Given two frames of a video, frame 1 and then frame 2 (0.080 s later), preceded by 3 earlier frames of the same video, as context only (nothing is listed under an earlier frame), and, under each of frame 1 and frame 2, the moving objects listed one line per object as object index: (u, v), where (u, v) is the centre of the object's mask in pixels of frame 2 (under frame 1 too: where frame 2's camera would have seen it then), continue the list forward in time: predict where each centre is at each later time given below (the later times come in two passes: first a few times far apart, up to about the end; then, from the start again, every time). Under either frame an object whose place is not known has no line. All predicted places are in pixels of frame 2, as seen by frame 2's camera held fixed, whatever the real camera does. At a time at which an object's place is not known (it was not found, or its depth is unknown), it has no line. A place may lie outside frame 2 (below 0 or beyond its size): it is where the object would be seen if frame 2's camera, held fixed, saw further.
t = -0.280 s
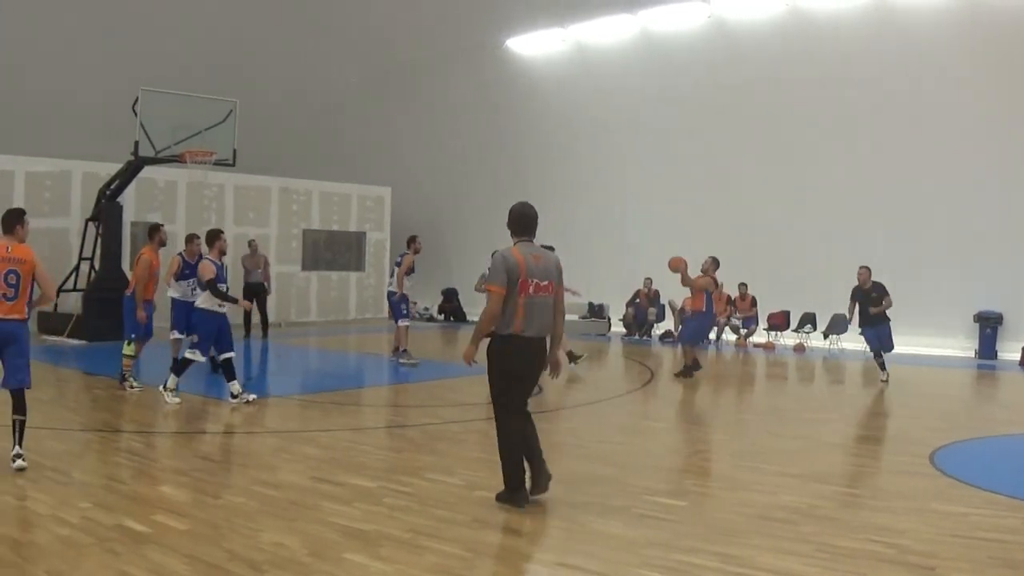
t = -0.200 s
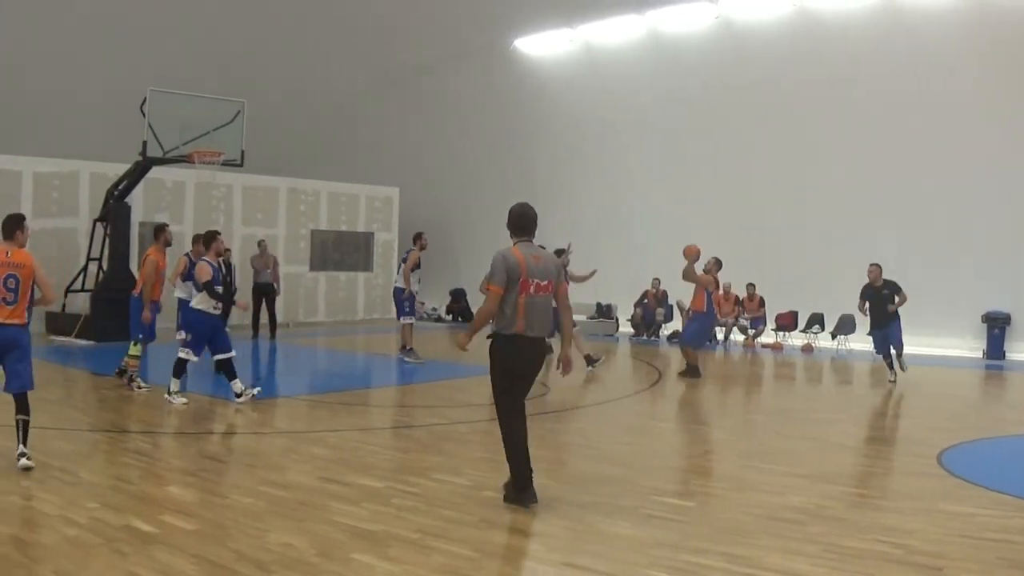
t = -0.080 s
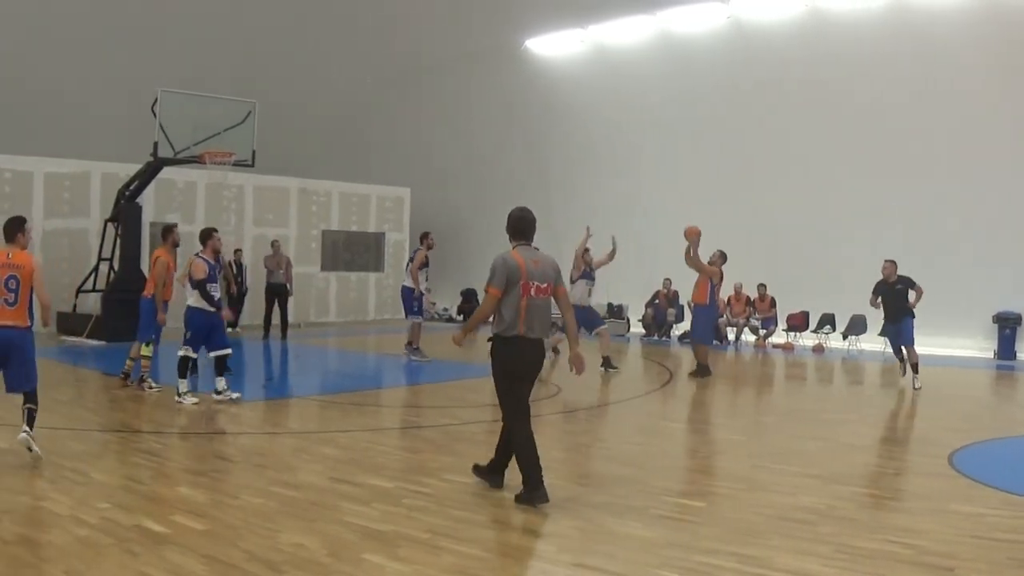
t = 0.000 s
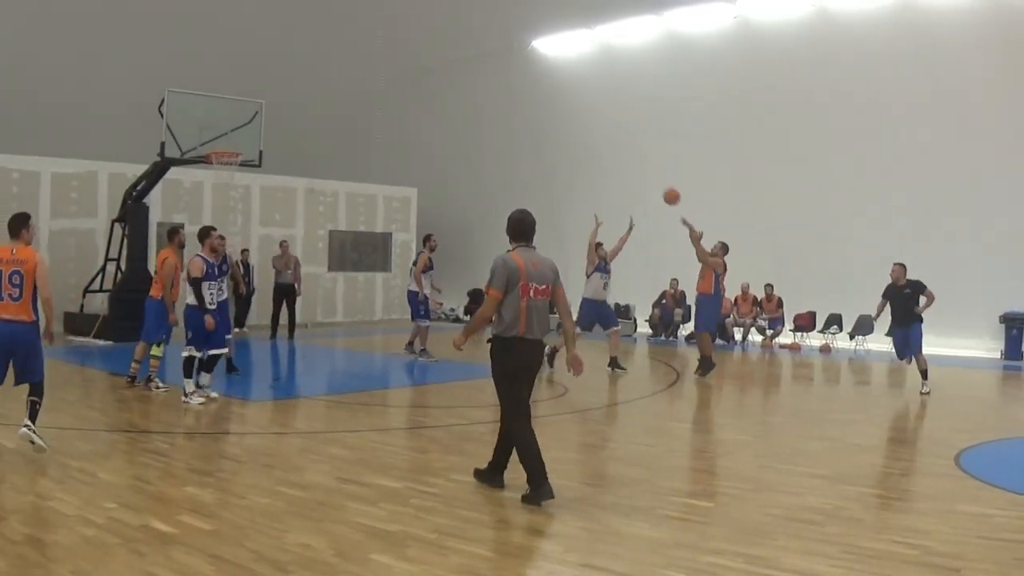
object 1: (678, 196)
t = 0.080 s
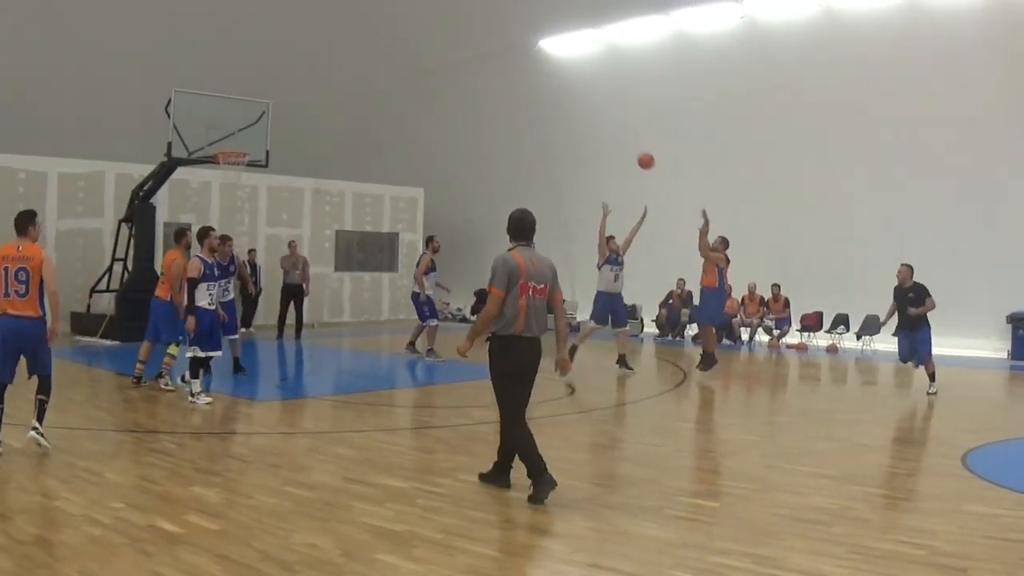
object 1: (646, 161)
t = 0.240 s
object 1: (583, 106)
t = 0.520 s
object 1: (479, 57)
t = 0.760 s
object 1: (395, 58)
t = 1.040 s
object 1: (301, 102)
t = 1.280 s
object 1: (255, 148)
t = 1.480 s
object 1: (305, 159)
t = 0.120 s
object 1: (630, 145)
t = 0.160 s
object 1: (614, 131)
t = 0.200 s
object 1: (598, 118)
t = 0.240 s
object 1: (583, 106)
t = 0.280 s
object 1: (568, 95)
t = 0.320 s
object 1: (552, 86)
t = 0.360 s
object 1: (538, 78)
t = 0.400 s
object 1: (522, 71)
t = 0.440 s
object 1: (508, 65)
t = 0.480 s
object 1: (494, 60)
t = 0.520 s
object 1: (479, 57)
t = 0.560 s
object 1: (465, 55)
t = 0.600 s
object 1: (451, 53)
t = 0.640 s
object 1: (437, 52)
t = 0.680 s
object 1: (423, 53)
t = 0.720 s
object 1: (409, 55)
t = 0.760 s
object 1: (395, 58)
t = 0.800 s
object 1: (382, 61)
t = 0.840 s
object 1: (368, 65)
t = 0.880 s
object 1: (354, 71)
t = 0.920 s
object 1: (340, 77)
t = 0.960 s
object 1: (327, 84)
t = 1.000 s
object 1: (314, 92)
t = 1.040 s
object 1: (301, 102)
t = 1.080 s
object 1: (287, 110)
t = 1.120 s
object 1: (274, 121)
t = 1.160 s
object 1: (261, 134)
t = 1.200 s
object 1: (248, 146)
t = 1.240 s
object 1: (247, 147)
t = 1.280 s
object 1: (255, 148)
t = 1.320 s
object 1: (265, 149)
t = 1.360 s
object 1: (275, 150)
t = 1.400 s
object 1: (285, 152)
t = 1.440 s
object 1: (295, 156)
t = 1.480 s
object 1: (305, 159)
